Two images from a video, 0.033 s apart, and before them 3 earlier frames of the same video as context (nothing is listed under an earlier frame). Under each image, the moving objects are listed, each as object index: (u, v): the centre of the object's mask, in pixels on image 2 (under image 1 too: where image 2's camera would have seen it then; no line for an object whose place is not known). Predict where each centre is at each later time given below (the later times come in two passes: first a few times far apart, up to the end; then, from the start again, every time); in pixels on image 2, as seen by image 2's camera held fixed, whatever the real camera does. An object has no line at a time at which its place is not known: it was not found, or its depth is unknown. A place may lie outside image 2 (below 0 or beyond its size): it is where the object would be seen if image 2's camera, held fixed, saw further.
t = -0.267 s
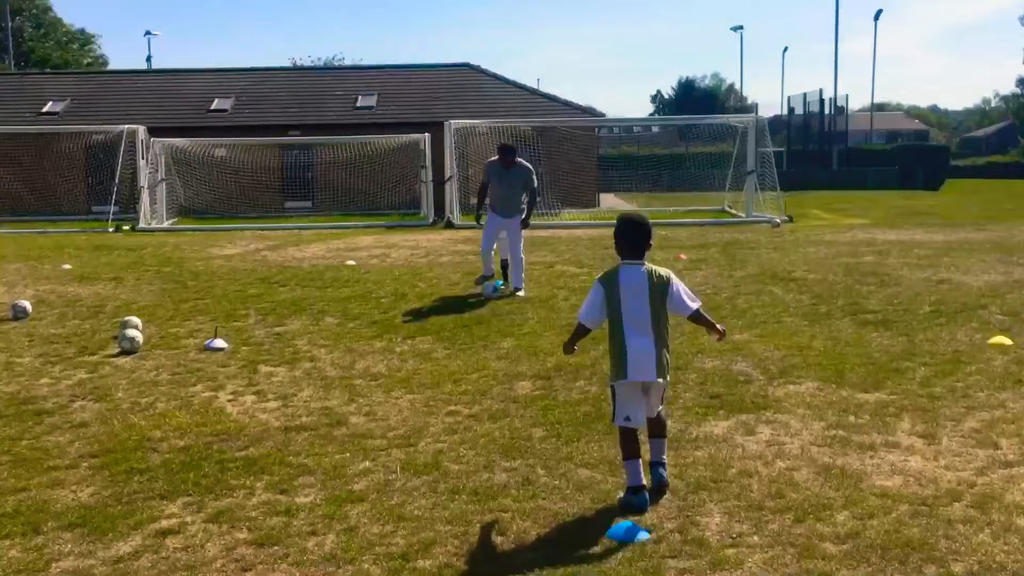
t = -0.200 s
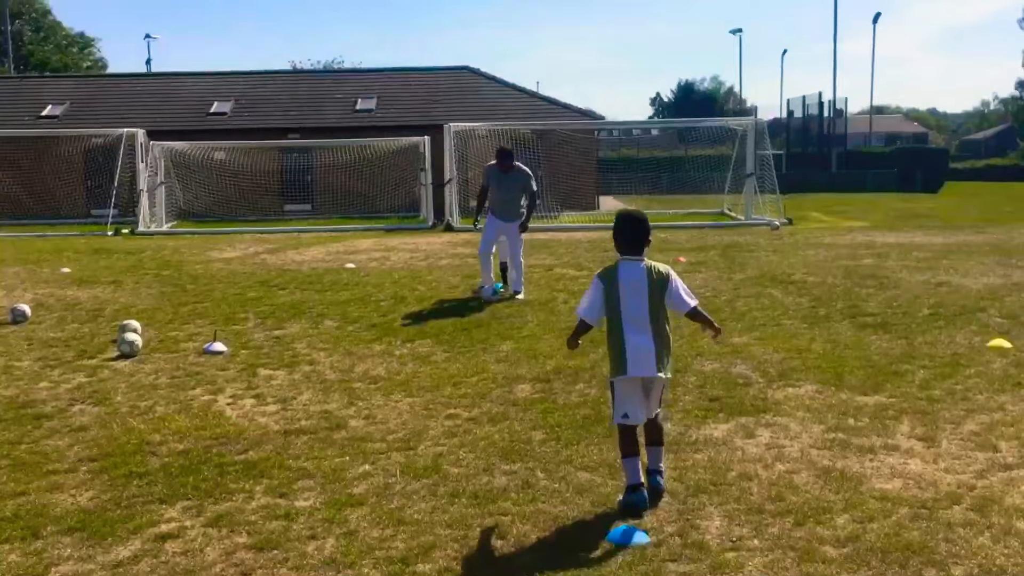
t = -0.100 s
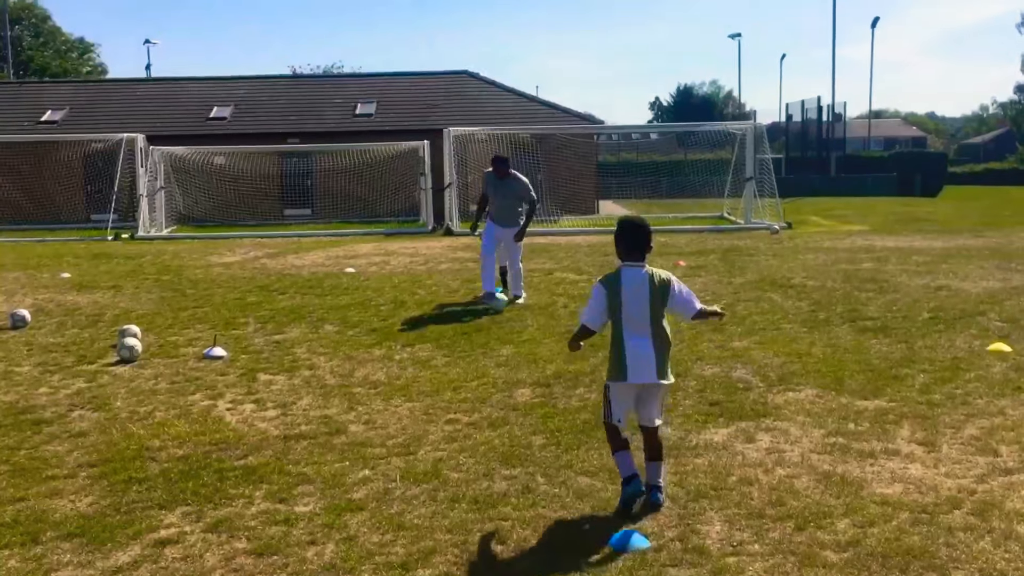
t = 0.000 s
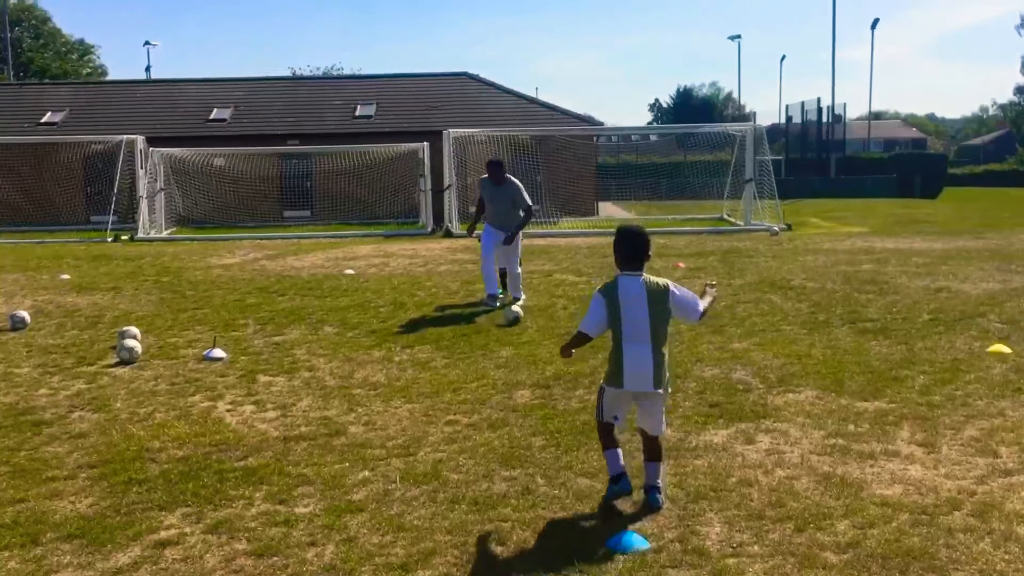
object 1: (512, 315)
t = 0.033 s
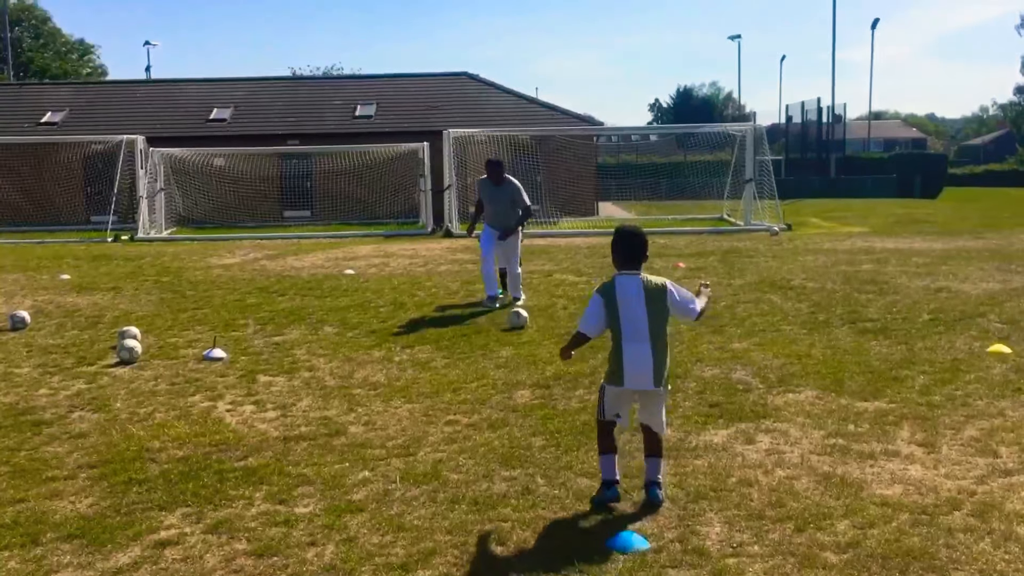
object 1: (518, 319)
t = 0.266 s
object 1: (552, 331)
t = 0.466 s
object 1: (583, 361)
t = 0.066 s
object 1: (523, 321)
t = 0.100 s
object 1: (528, 324)
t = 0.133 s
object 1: (534, 328)
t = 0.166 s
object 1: (539, 333)
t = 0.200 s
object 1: (543, 334)
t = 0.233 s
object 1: (548, 331)
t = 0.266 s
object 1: (552, 331)
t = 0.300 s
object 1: (556, 332)
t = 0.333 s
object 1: (561, 335)
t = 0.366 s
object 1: (567, 340)
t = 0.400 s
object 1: (572, 346)
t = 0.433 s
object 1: (578, 355)
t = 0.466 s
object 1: (583, 361)
